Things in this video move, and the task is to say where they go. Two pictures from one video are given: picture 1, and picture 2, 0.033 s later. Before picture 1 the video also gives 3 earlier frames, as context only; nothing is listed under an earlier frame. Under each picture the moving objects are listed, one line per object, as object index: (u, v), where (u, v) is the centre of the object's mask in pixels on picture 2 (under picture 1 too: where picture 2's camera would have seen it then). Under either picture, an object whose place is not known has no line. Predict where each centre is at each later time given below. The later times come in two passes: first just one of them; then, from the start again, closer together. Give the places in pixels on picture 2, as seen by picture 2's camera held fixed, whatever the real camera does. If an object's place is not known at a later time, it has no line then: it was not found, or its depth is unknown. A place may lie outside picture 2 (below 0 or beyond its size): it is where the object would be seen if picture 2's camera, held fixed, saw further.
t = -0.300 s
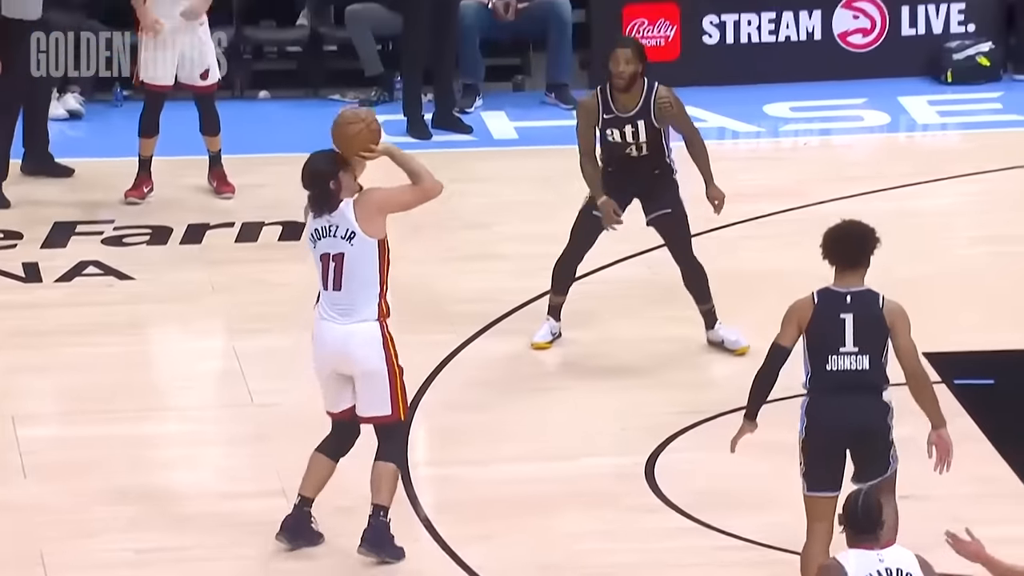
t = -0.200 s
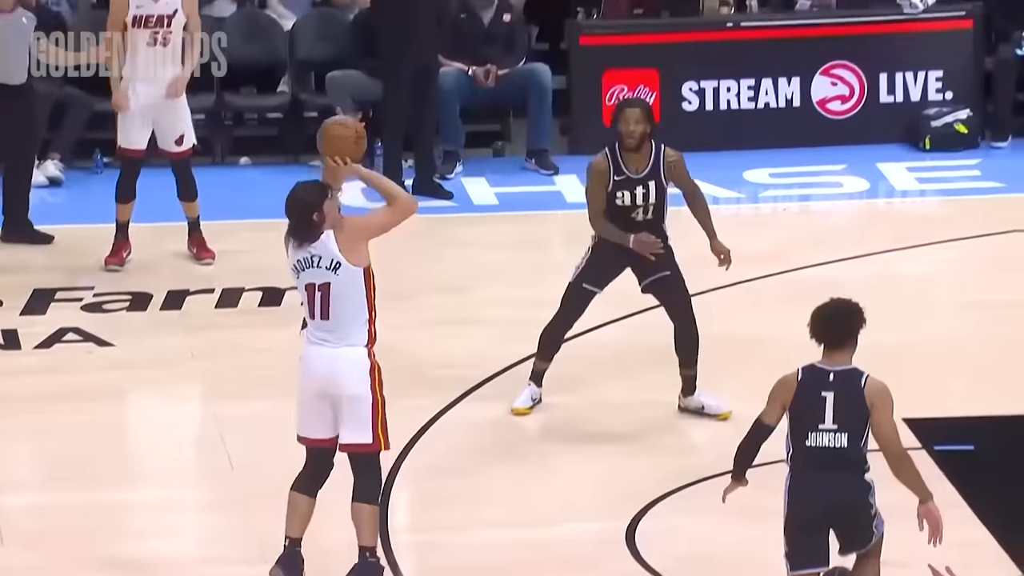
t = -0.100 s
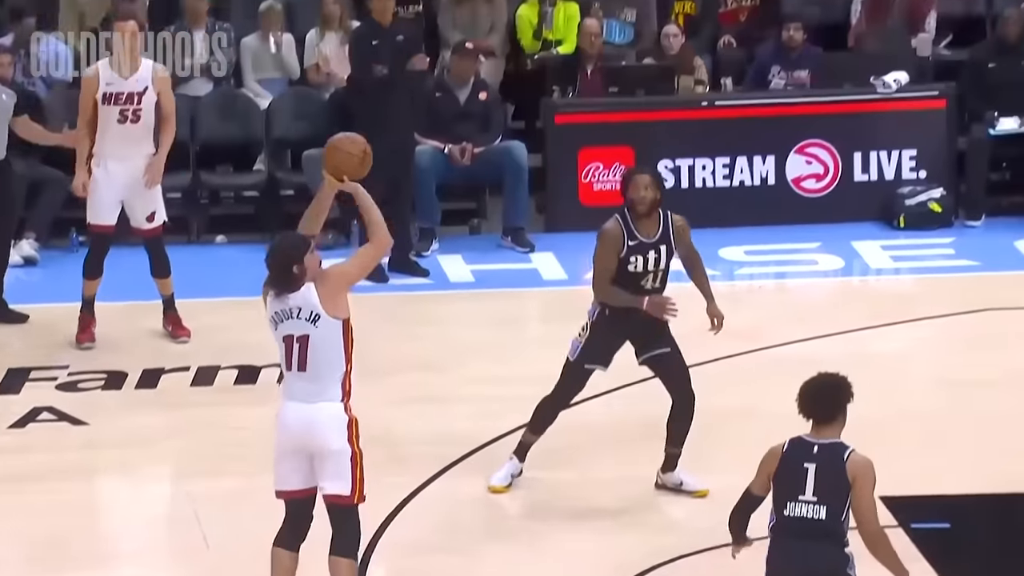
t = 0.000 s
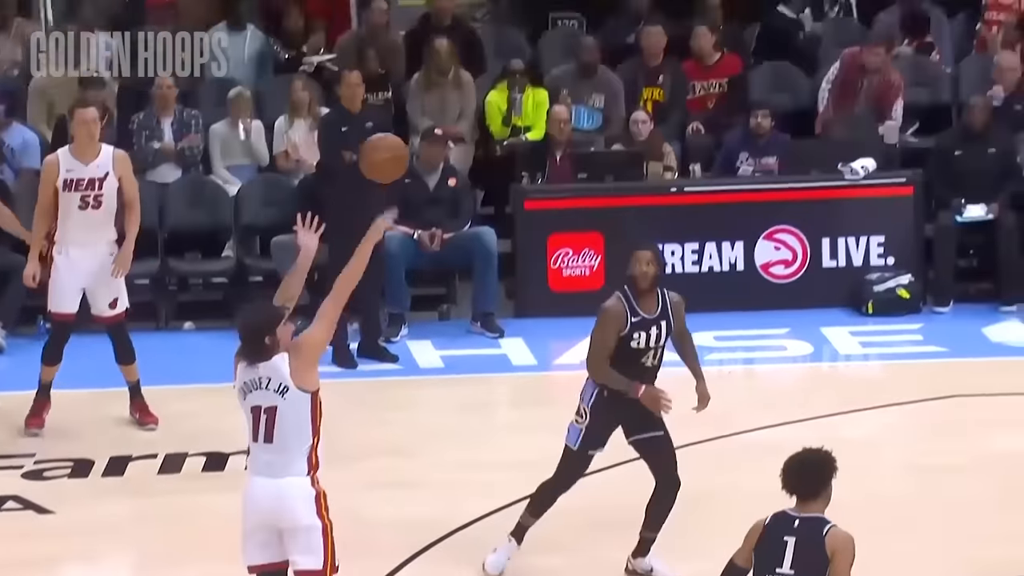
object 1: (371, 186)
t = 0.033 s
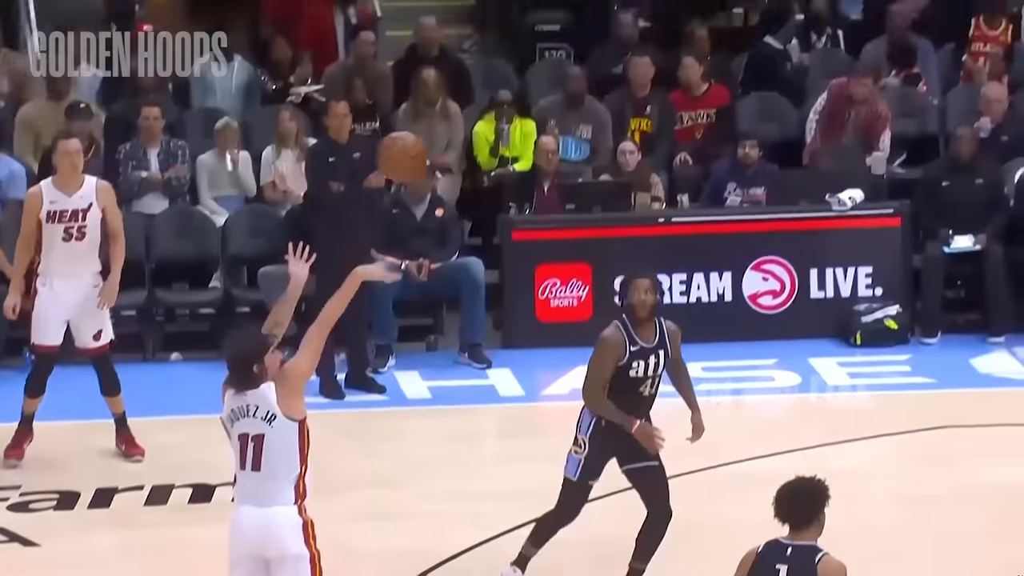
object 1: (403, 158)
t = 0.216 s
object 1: (561, 8)
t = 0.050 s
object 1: (420, 141)
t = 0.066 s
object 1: (432, 128)
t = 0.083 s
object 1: (446, 112)
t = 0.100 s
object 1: (461, 98)
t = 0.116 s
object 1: (474, 85)
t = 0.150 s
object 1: (505, 57)
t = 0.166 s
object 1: (518, 45)
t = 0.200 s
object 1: (548, 19)
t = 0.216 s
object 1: (561, 8)
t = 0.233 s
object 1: (578, -6)
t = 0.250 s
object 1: (591, -17)
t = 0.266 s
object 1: (604, -28)
